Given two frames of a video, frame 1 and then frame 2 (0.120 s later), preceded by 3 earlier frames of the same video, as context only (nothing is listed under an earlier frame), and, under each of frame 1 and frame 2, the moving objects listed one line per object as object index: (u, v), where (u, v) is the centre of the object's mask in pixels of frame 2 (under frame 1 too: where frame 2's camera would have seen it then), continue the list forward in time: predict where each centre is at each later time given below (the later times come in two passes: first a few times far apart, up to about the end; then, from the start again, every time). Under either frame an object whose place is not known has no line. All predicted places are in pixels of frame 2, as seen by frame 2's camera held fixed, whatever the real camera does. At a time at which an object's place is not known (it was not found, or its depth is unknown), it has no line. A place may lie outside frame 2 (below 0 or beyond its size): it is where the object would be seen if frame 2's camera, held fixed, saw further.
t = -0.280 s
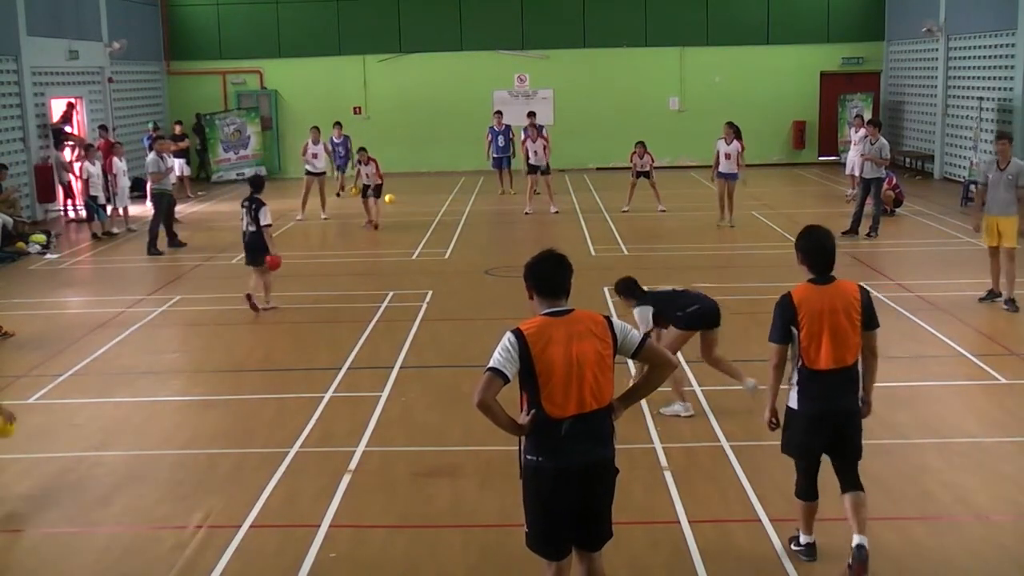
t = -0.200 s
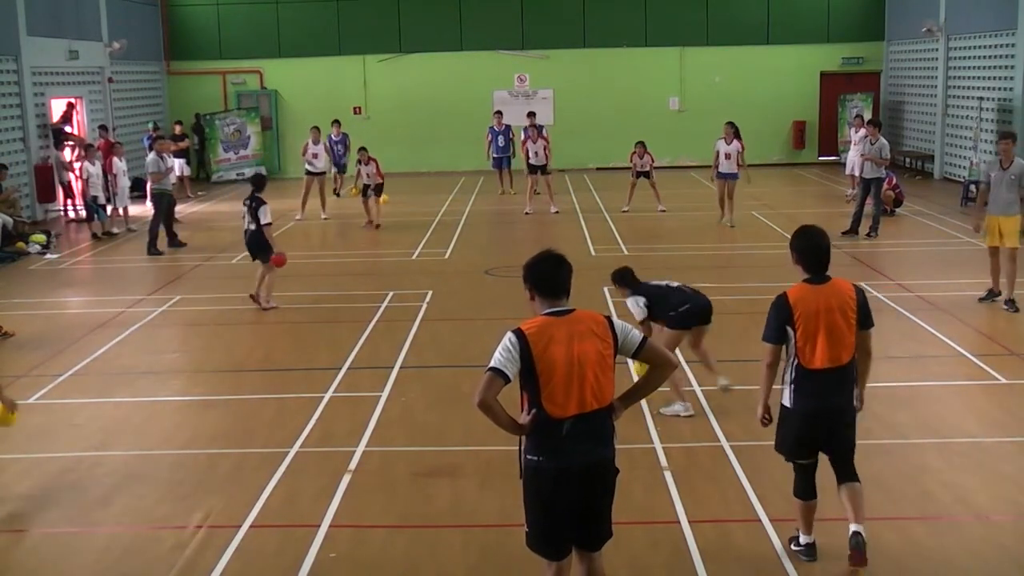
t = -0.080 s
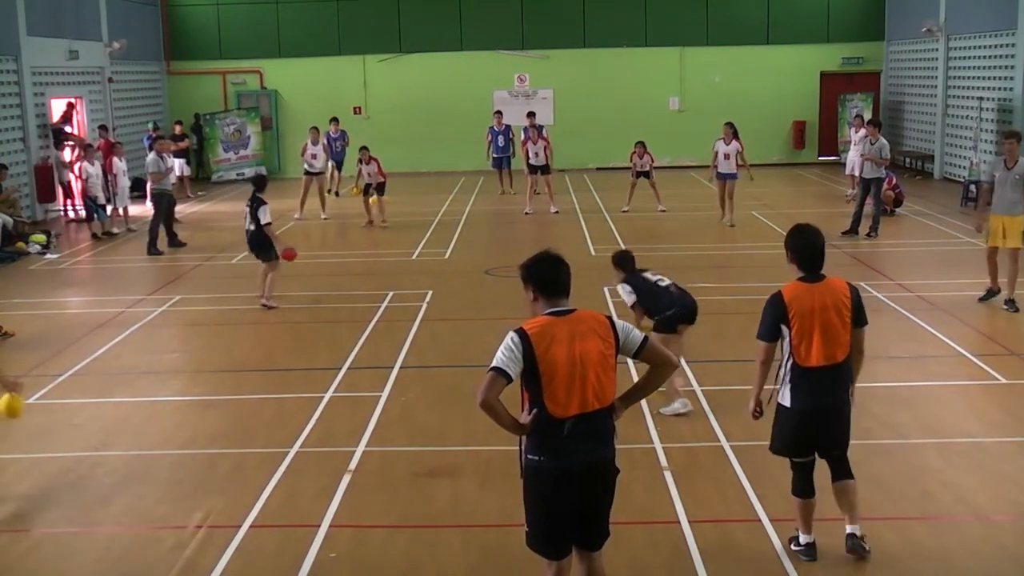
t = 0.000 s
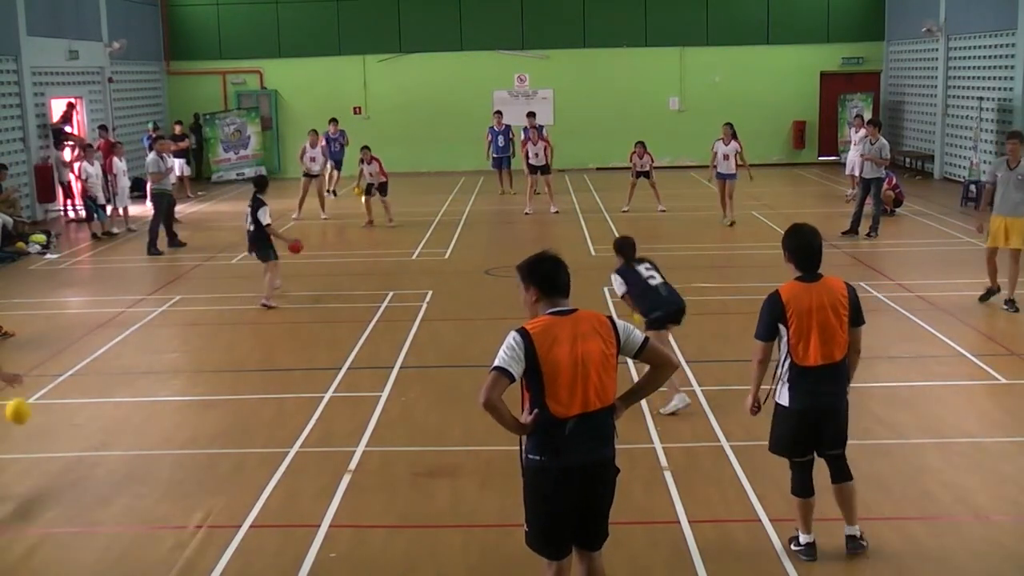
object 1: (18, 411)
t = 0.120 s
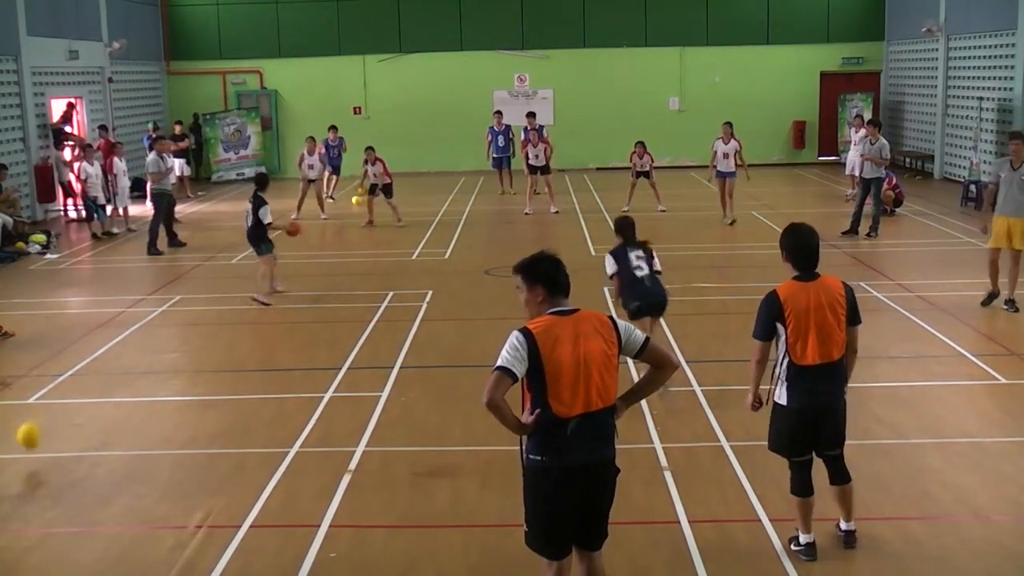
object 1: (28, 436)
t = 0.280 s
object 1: (36, 427)
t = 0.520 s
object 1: (49, 427)
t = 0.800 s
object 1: (60, 422)
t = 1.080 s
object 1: (74, 422)
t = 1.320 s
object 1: (86, 422)
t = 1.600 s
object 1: (99, 418)
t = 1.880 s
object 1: (112, 414)
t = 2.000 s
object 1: (117, 413)
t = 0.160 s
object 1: (32, 449)
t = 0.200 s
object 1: (34, 443)
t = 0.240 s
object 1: (35, 434)
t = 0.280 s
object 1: (36, 427)
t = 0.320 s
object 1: (38, 422)
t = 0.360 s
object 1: (40, 419)
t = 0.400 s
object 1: (41, 418)
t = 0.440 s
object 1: (44, 419)
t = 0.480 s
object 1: (46, 422)
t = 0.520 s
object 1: (49, 427)
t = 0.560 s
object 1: (52, 434)
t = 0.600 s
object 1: (54, 440)
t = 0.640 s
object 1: (55, 432)
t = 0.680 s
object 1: (56, 426)
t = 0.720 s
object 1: (57, 423)
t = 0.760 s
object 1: (59, 422)
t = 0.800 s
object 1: (60, 422)
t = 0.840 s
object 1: (63, 424)
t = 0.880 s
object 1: (65, 429)
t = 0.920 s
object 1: (67, 434)
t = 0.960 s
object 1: (69, 428)
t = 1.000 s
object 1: (70, 424)
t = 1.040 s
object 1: (72, 422)
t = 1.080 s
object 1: (74, 422)
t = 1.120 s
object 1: (76, 424)
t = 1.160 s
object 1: (78, 428)
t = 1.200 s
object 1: (80, 425)
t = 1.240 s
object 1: (82, 422)
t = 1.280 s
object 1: (84, 421)
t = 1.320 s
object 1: (86, 422)
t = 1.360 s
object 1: (88, 424)
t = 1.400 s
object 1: (89, 421)
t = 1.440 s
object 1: (91, 420)
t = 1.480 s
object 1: (93, 421)
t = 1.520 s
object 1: (95, 421)
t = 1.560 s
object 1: (97, 419)
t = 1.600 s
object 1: (99, 418)
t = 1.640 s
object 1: (101, 418)
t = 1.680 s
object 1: (102, 417)
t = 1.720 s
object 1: (105, 417)
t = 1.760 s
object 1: (106, 416)
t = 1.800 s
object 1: (108, 416)
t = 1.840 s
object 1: (110, 415)
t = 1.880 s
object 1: (112, 414)
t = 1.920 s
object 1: (114, 414)
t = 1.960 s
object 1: (115, 413)
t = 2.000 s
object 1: (117, 413)
